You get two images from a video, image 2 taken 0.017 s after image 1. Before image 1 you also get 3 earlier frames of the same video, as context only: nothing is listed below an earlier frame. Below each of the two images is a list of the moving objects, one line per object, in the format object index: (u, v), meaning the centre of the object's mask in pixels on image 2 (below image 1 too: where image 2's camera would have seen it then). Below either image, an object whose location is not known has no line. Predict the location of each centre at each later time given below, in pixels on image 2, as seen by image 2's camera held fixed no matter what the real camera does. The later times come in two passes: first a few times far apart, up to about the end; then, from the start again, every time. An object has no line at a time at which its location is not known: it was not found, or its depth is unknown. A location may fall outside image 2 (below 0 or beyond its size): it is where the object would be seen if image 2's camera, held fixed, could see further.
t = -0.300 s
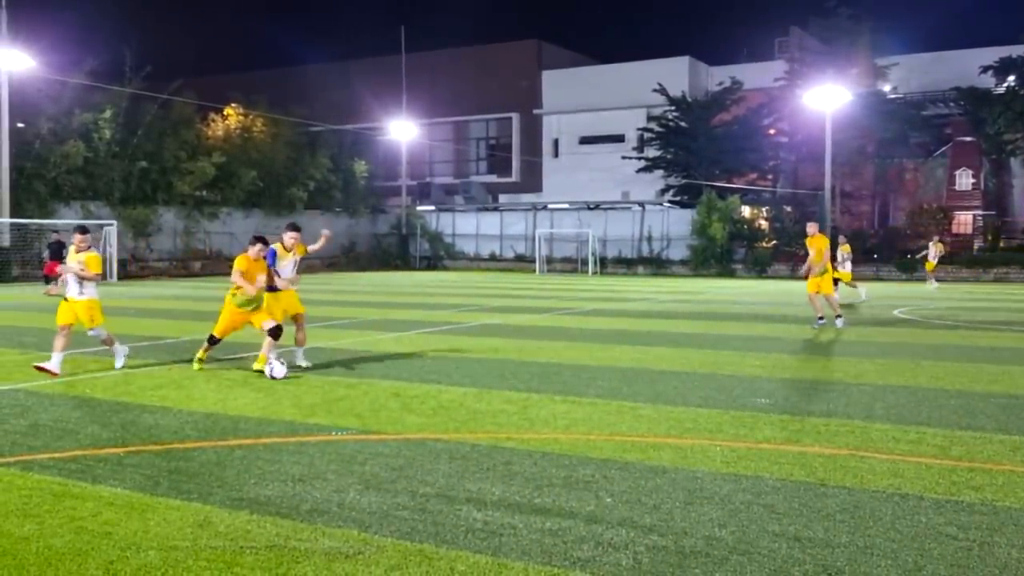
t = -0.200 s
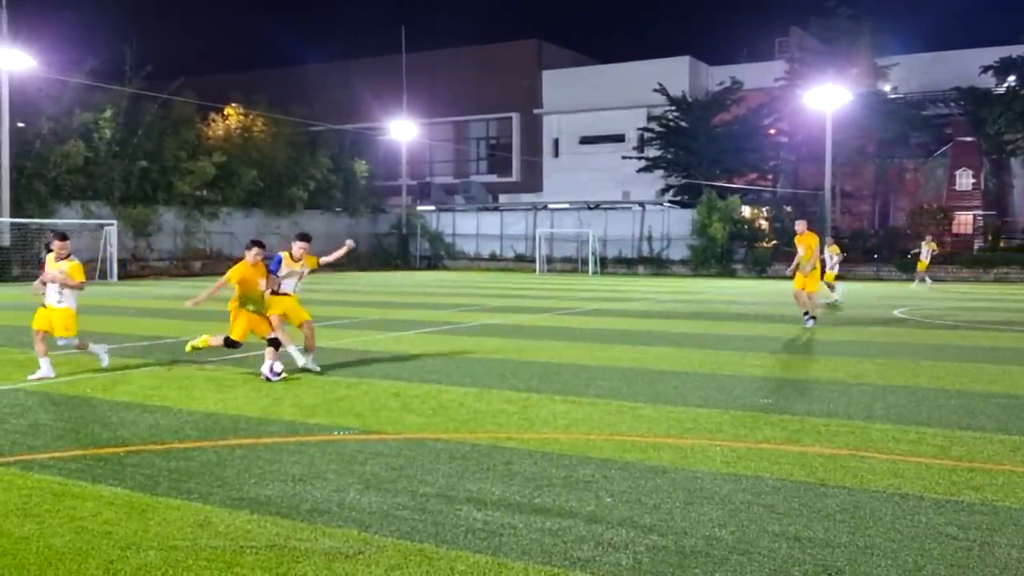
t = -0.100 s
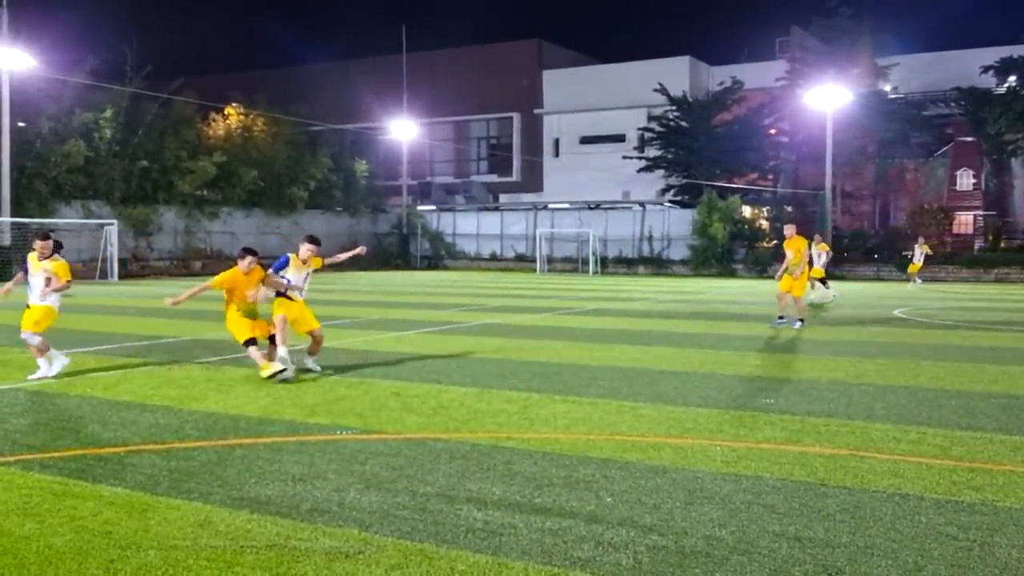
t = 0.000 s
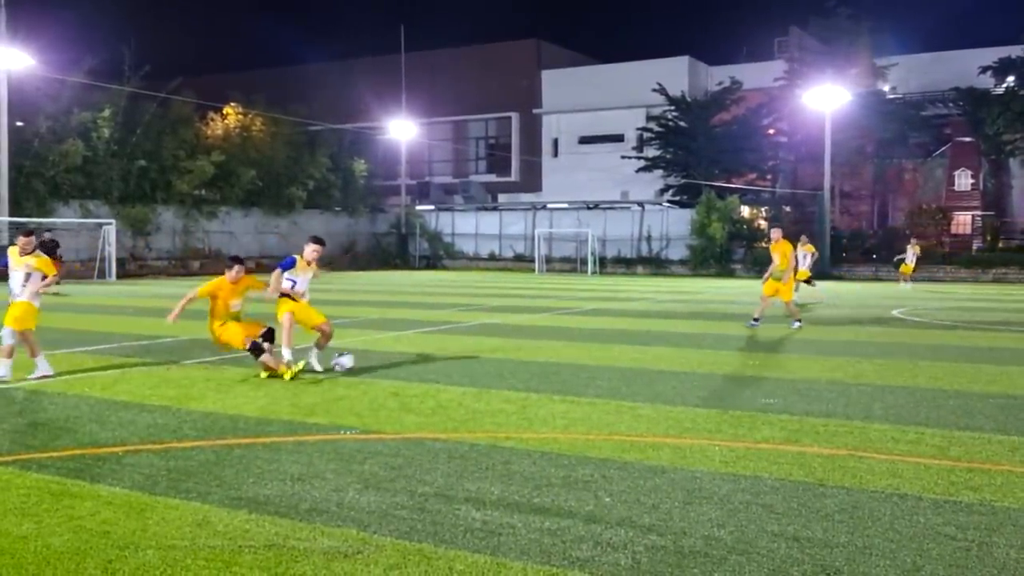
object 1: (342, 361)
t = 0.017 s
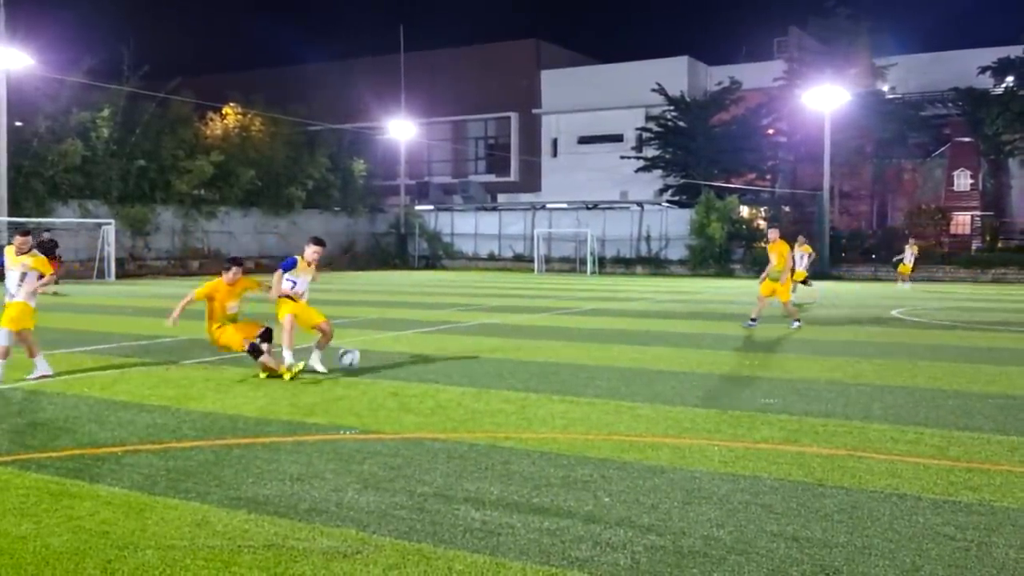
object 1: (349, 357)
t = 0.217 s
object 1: (423, 310)
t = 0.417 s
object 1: (492, 302)
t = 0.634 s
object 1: (560, 330)
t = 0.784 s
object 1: (606, 333)
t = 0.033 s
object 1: (354, 351)
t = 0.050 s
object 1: (362, 346)
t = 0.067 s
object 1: (368, 341)
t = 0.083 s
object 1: (373, 337)
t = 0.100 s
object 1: (381, 332)
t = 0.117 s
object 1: (388, 328)
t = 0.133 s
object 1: (392, 324)
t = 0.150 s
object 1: (399, 322)
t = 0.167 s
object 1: (405, 319)
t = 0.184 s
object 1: (410, 315)
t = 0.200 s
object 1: (417, 312)
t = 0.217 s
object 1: (423, 310)
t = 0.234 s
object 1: (428, 308)
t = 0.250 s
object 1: (434, 306)
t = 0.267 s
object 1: (441, 306)
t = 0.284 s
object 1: (446, 304)
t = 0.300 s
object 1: (452, 302)
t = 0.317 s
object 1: (458, 302)
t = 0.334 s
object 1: (464, 301)
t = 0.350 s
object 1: (469, 301)
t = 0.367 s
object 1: (475, 300)
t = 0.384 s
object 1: (479, 301)
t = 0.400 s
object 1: (486, 301)
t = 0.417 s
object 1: (492, 302)
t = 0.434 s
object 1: (497, 303)
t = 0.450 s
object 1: (502, 304)
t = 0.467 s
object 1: (509, 305)
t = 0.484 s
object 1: (513, 308)
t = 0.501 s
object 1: (518, 308)
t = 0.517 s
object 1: (524, 310)
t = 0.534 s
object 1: (529, 313)
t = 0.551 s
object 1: (533, 314)
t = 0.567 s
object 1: (540, 317)
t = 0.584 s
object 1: (544, 320)
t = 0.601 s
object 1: (550, 322)
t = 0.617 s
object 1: (555, 327)
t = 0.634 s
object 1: (560, 330)
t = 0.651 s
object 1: (564, 333)
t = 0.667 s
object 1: (570, 336)
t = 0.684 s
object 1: (575, 341)
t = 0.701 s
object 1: (579, 346)
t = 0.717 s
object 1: (585, 347)
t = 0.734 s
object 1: (590, 344)
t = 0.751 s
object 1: (595, 339)
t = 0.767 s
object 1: (601, 336)
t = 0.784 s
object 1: (606, 333)
